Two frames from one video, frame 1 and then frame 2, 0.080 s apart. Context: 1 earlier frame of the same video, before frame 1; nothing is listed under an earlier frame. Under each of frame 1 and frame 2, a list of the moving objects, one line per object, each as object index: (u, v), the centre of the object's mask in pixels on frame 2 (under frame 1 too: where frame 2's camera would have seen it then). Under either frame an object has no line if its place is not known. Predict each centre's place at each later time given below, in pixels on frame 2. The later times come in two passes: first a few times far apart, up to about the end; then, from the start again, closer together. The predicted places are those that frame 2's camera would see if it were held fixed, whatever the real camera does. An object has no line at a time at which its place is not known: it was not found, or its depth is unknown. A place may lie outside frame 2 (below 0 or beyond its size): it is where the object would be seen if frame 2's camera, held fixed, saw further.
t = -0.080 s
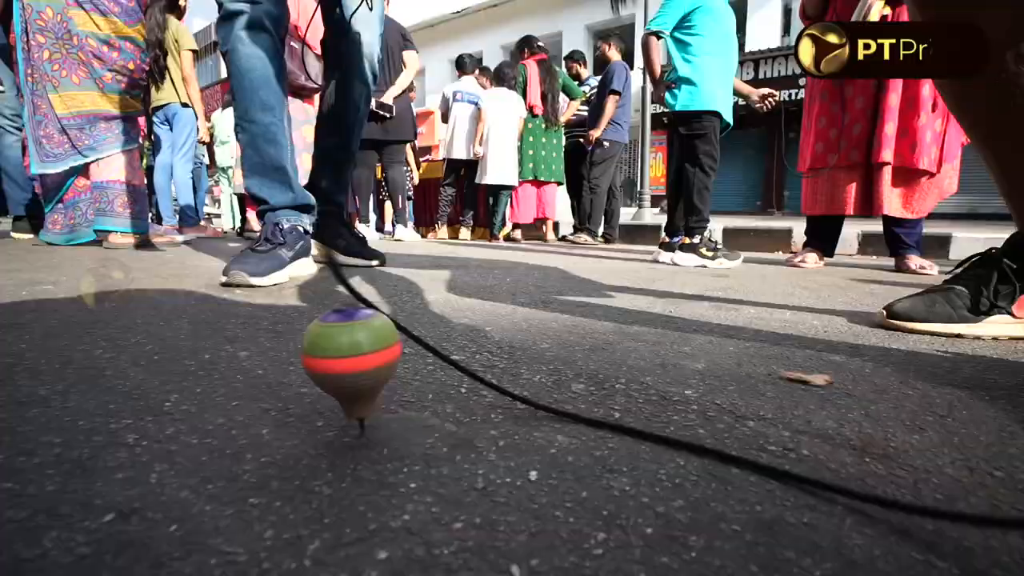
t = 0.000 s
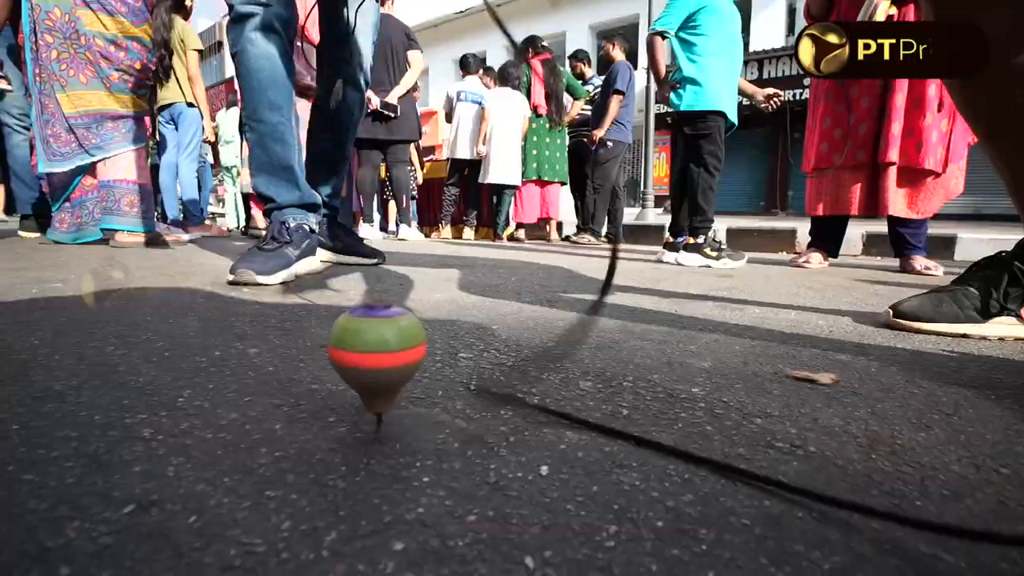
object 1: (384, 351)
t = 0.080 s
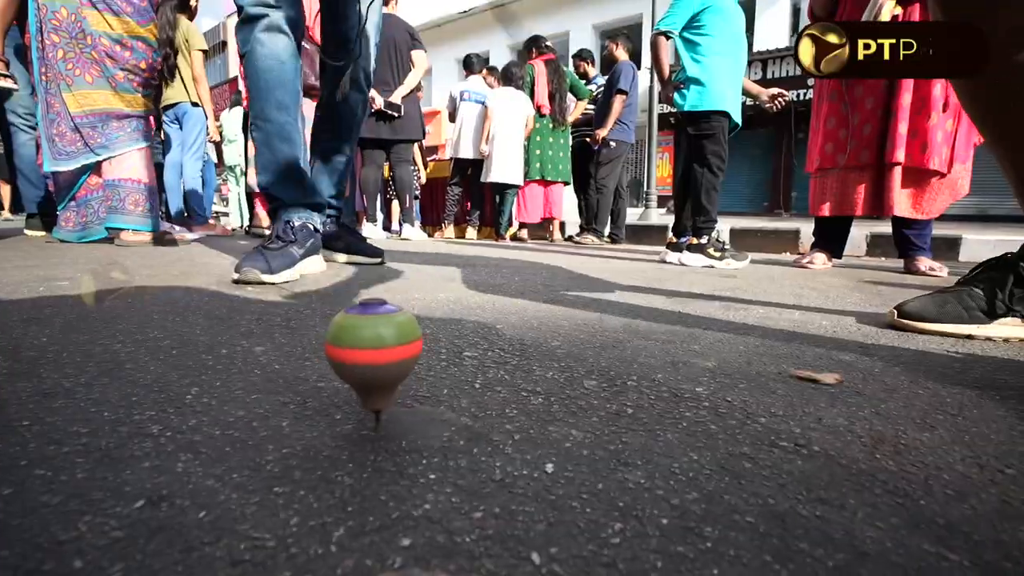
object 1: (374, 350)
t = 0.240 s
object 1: (374, 350)
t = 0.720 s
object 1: (378, 350)
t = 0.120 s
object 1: (373, 349)
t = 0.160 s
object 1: (371, 349)
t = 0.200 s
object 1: (370, 350)
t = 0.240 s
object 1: (374, 350)
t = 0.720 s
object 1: (378, 350)
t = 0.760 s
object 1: (377, 350)
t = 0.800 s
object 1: (377, 351)
